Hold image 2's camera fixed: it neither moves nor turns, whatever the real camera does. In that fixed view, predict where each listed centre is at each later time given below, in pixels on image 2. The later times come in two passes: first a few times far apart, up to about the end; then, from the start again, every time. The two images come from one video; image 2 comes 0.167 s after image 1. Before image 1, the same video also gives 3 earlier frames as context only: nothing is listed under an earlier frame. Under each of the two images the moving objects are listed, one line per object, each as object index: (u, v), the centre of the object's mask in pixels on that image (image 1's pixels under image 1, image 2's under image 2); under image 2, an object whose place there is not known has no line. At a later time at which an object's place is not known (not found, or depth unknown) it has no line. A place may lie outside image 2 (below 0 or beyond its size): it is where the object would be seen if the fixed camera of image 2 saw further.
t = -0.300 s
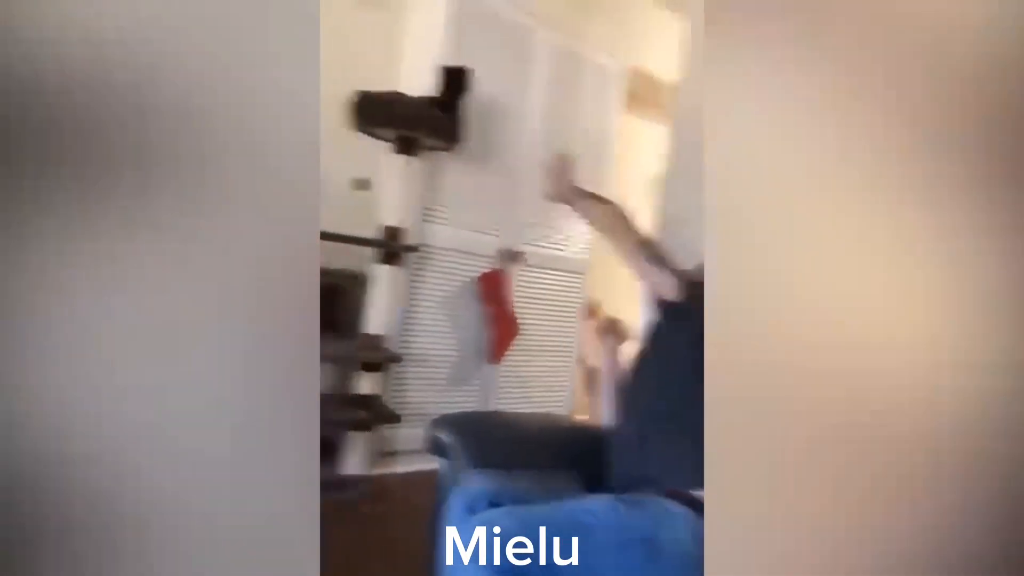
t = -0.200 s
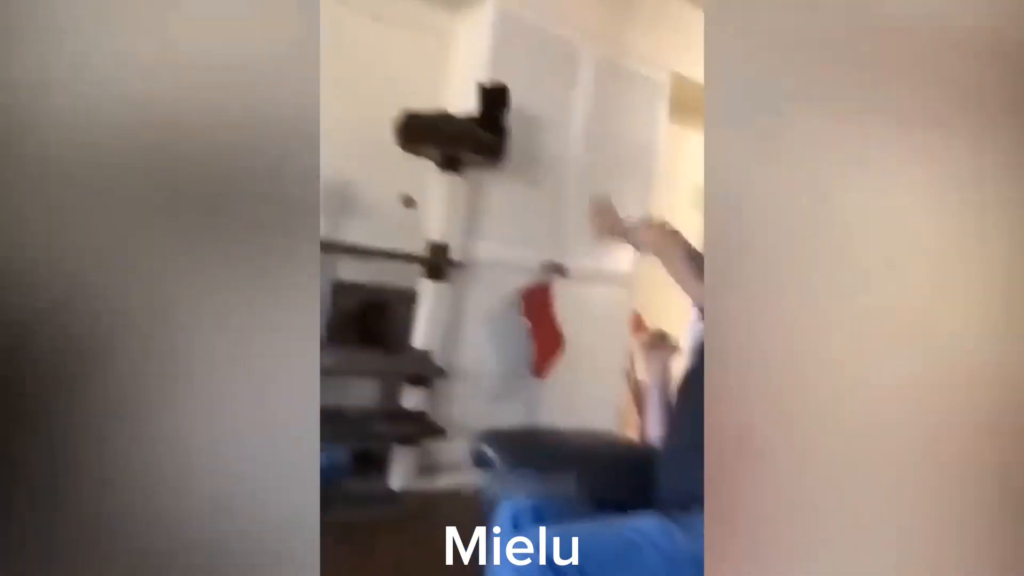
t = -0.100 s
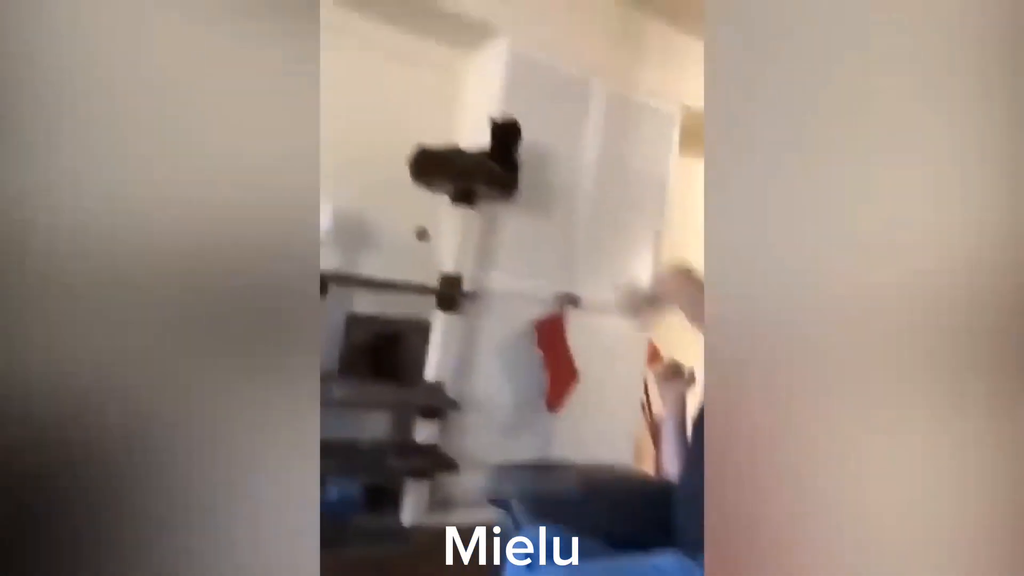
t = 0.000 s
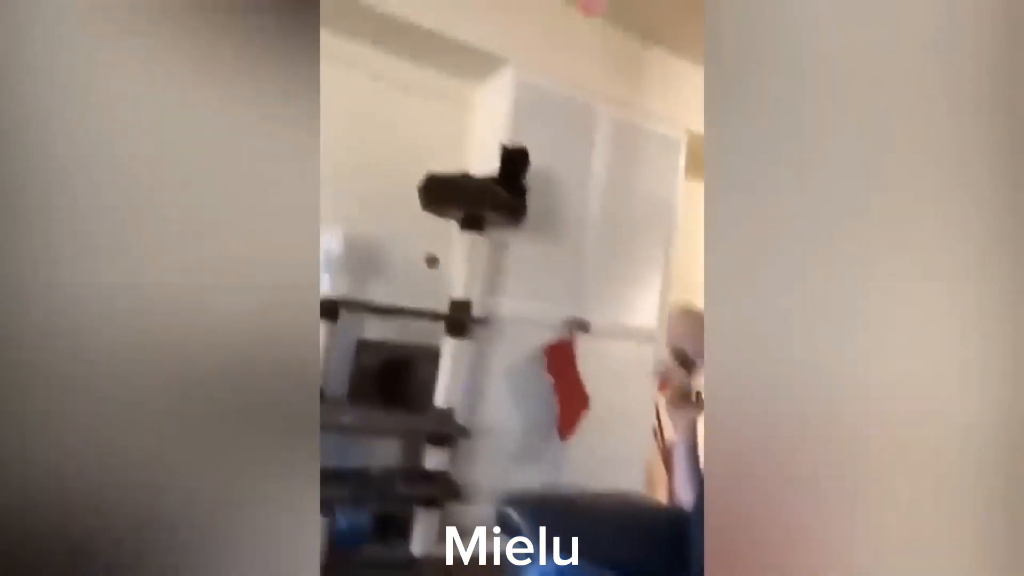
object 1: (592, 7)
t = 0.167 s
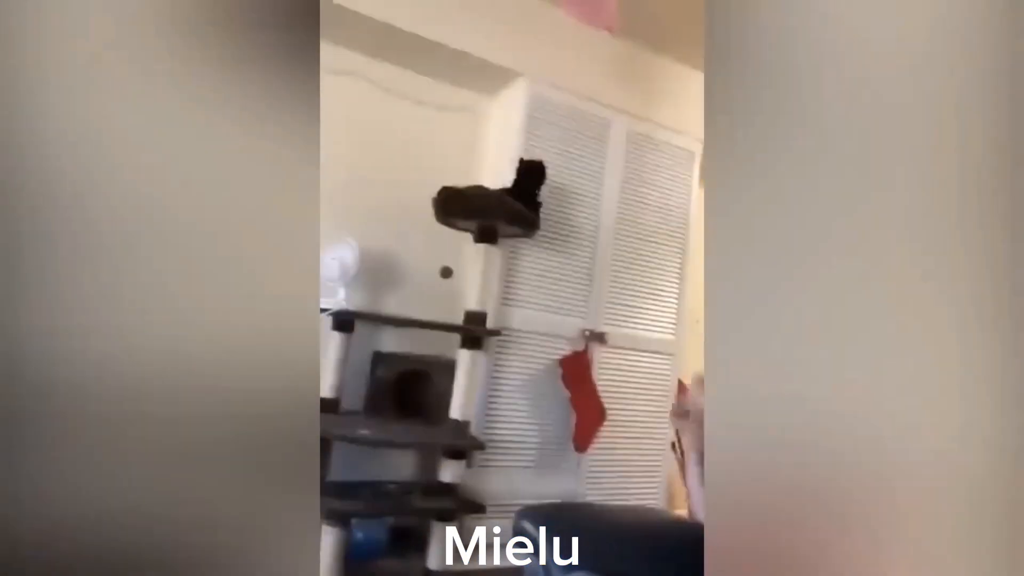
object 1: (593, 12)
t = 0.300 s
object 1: (588, 17)
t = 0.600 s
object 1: (578, 51)
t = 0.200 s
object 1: (593, 13)
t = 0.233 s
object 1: (591, 14)
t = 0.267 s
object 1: (590, 16)
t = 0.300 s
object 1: (588, 17)
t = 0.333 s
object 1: (588, 19)
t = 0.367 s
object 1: (586, 21)
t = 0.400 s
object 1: (586, 23)
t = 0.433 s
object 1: (585, 26)
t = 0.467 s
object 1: (584, 29)
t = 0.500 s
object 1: (579, 34)
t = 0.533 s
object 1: (579, 37)
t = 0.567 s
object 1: (579, 42)
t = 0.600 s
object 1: (578, 51)
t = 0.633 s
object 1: (577, 56)
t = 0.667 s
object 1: (575, 64)
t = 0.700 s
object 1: (575, 72)
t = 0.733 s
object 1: (574, 80)
